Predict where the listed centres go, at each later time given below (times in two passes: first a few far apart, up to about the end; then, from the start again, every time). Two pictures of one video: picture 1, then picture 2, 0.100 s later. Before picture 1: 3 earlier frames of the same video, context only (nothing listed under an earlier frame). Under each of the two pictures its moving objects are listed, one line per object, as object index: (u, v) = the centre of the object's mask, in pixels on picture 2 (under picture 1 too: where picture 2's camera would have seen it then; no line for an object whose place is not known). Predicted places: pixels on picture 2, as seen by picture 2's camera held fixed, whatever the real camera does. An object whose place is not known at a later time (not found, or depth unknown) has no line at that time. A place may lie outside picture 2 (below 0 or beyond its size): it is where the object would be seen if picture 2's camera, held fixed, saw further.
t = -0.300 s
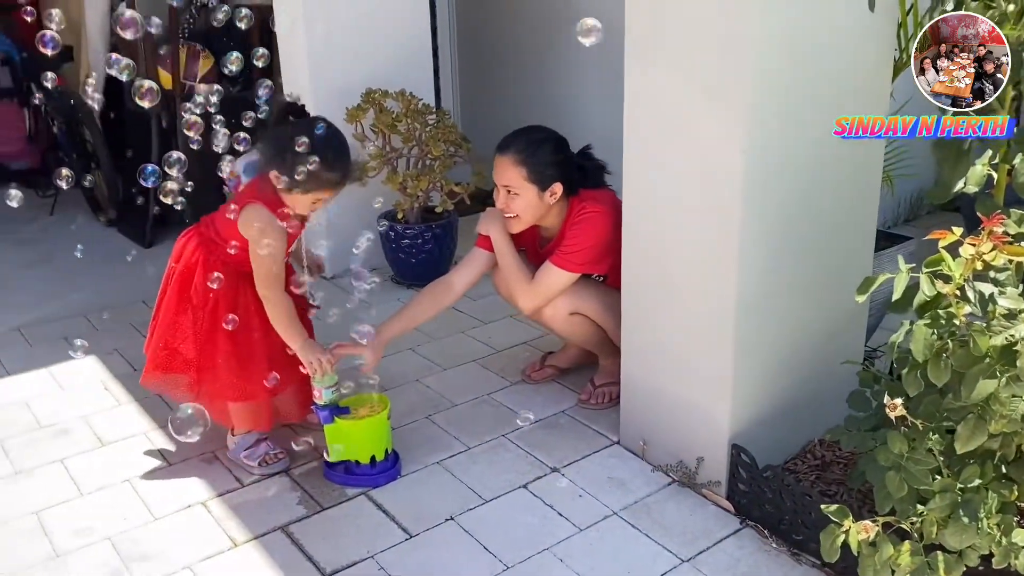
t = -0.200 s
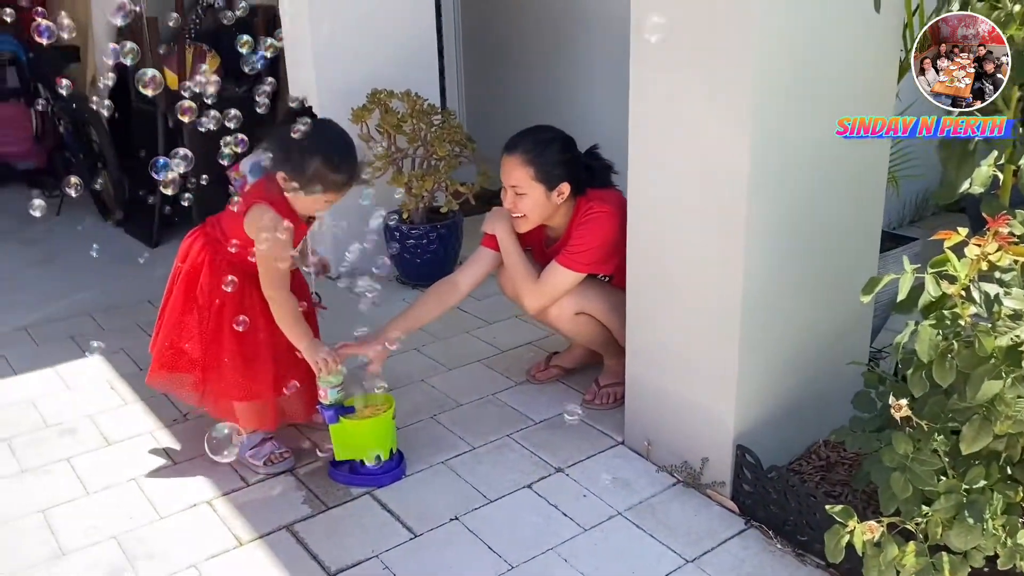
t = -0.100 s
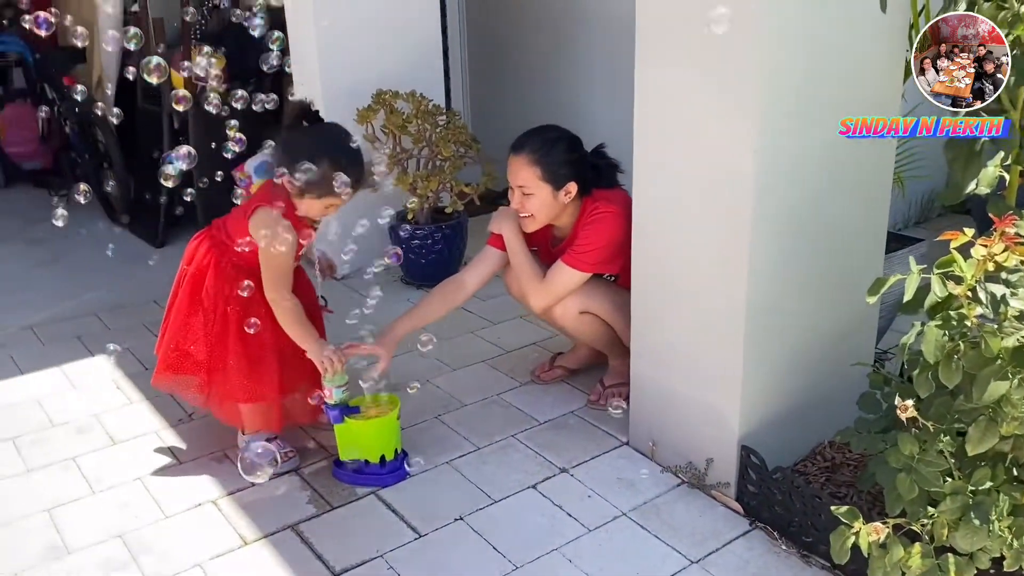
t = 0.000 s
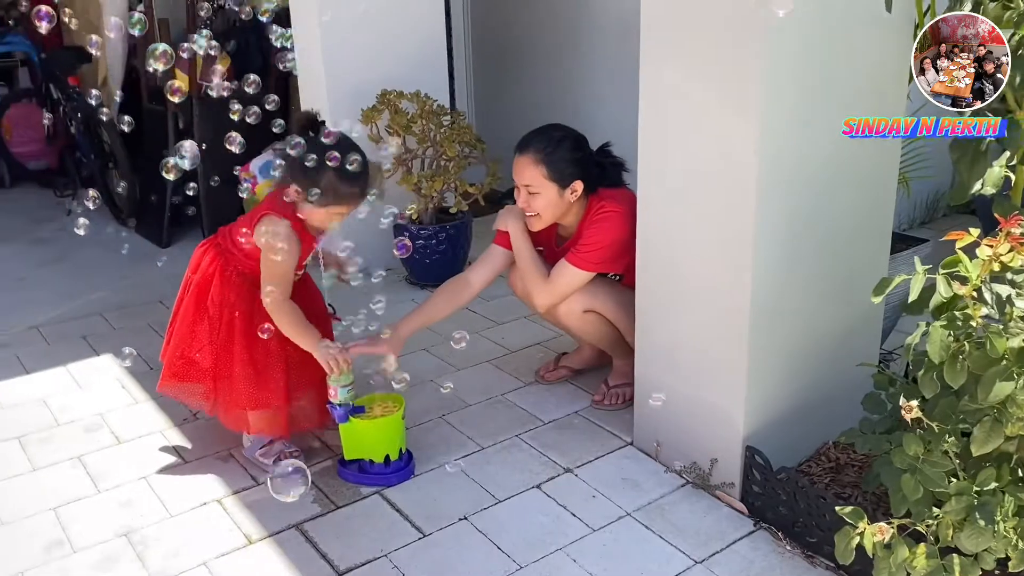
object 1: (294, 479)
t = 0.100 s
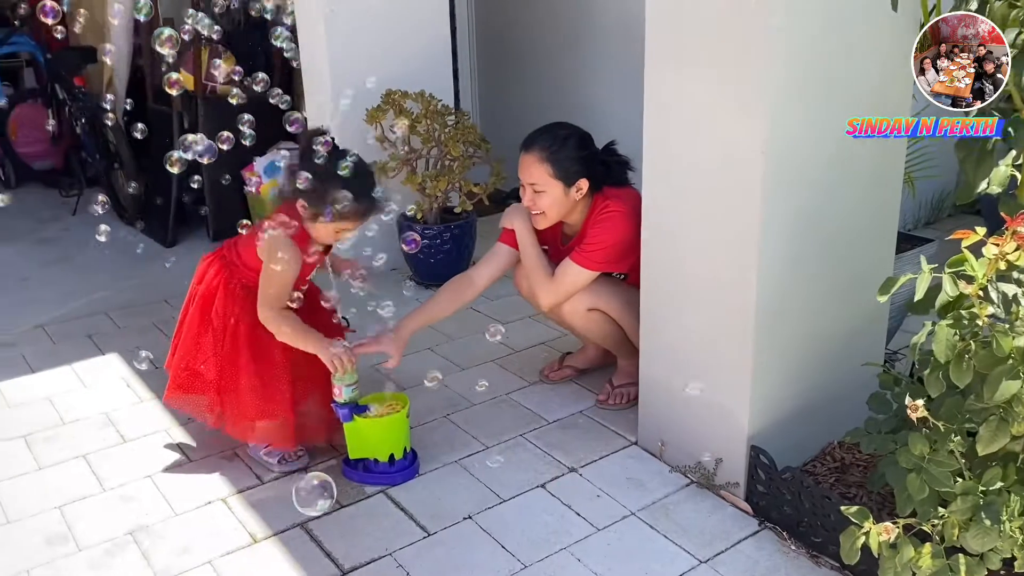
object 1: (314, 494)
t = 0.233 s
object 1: (336, 509)
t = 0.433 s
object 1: (355, 515)
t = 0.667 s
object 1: (370, 506)
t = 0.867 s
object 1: (371, 490)
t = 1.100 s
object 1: (355, 485)
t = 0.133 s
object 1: (321, 498)
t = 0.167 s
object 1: (326, 502)
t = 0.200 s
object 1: (331, 505)
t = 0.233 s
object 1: (336, 509)
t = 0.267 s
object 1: (341, 512)
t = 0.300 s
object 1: (344, 513)
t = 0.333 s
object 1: (348, 515)
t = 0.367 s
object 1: (350, 515)
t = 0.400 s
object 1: (353, 516)
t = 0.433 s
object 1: (355, 515)
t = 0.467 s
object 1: (357, 515)
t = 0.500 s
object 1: (359, 513)
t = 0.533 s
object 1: (361, 512)
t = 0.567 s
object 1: (363, 511)
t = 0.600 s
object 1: (366, 509)
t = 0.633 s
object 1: (368, 508)
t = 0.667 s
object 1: (370, 506)
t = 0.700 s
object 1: (371, 503)
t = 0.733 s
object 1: (372, 500)
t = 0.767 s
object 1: (373, 497)
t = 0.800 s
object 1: (373, 494)
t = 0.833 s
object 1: (372, 492)
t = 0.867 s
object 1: (371, 490)
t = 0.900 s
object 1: (368, 489)
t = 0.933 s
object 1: (366, 488)
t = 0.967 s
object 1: (363, 487)
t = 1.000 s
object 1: (360, 486)
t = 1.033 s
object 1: (358, 485)
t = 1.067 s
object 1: (356, 485)
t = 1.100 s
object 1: (355, 485)
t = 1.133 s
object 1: (354, 486)
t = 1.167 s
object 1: (355, 488)
